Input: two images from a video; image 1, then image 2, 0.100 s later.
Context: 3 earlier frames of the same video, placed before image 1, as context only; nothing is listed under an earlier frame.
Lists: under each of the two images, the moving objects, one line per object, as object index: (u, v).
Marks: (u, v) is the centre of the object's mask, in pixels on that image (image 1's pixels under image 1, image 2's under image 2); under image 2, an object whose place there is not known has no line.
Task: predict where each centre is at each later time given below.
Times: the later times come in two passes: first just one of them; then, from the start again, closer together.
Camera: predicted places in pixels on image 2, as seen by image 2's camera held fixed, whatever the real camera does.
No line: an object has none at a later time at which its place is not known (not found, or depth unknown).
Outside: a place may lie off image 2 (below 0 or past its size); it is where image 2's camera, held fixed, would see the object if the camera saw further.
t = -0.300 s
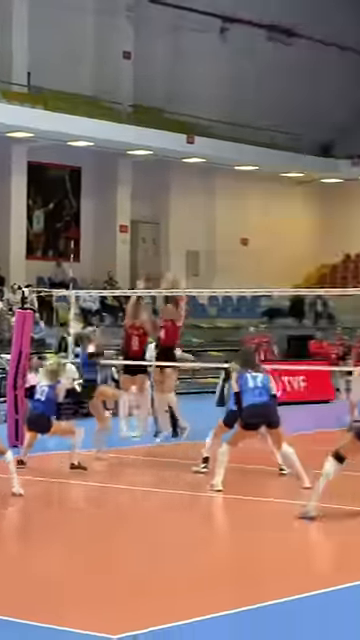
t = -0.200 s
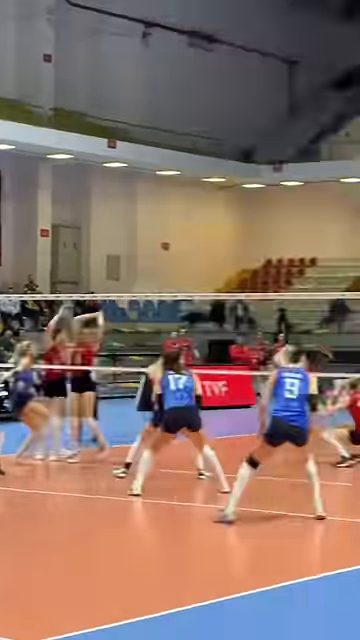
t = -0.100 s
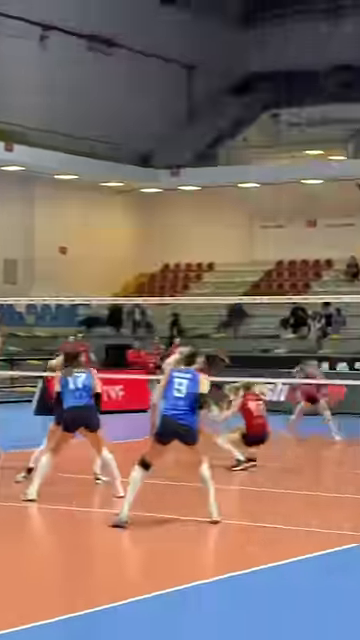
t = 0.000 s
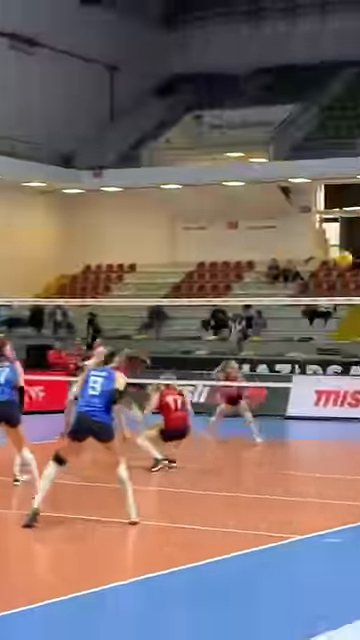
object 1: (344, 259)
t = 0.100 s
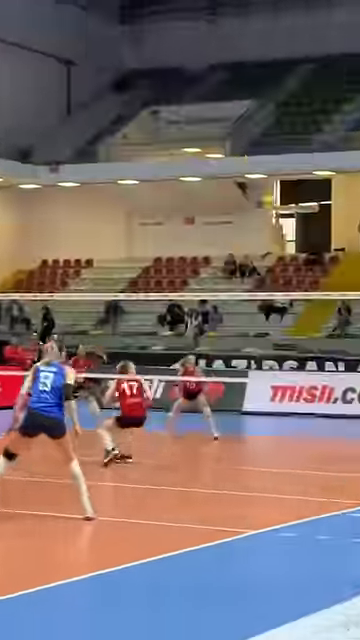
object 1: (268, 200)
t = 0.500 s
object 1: (142, 65)
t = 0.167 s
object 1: (249, 170)
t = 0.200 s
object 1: (240, 157)
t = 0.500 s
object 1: (142, 65)
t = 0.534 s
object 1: (131, 58)
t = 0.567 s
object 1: (120, 52)
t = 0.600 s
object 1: (109, 47)
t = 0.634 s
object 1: (98, 42)
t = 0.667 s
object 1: (87, 39)
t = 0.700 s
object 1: (76, 36)
